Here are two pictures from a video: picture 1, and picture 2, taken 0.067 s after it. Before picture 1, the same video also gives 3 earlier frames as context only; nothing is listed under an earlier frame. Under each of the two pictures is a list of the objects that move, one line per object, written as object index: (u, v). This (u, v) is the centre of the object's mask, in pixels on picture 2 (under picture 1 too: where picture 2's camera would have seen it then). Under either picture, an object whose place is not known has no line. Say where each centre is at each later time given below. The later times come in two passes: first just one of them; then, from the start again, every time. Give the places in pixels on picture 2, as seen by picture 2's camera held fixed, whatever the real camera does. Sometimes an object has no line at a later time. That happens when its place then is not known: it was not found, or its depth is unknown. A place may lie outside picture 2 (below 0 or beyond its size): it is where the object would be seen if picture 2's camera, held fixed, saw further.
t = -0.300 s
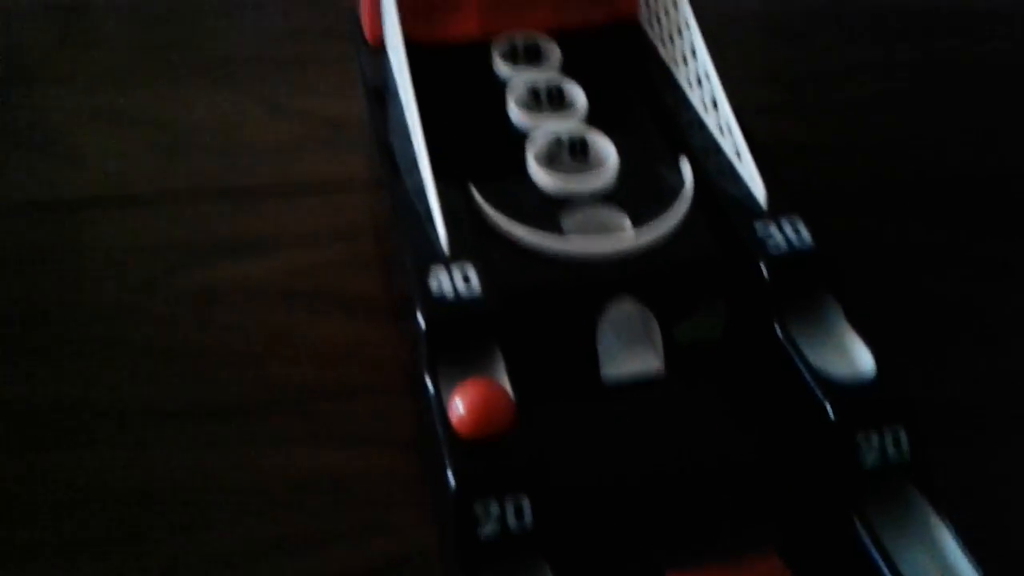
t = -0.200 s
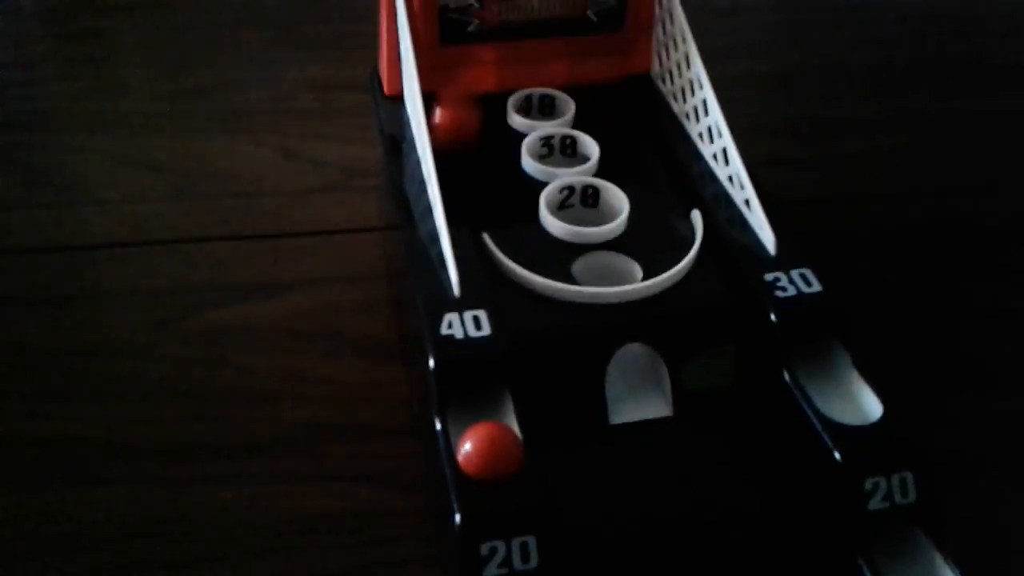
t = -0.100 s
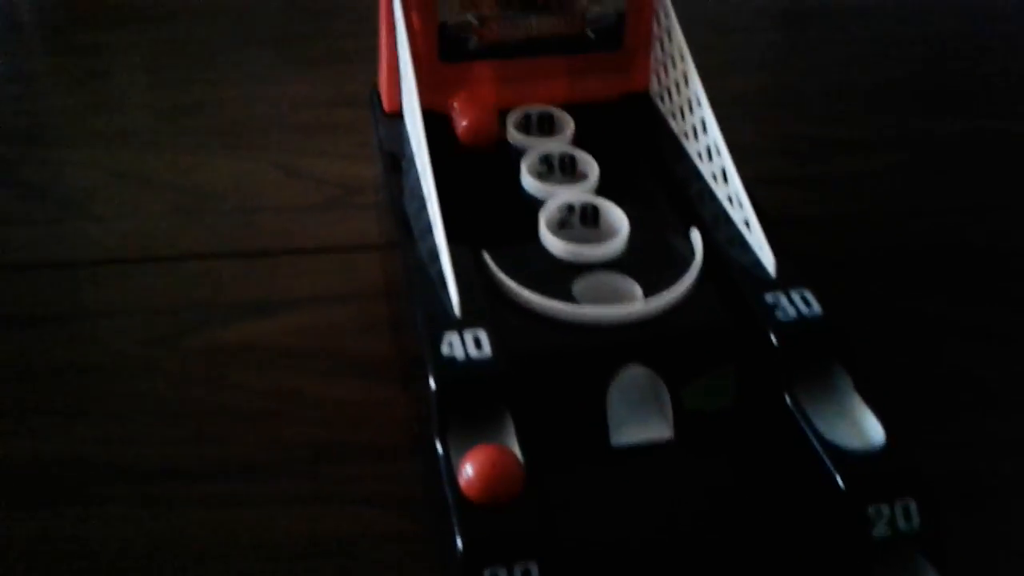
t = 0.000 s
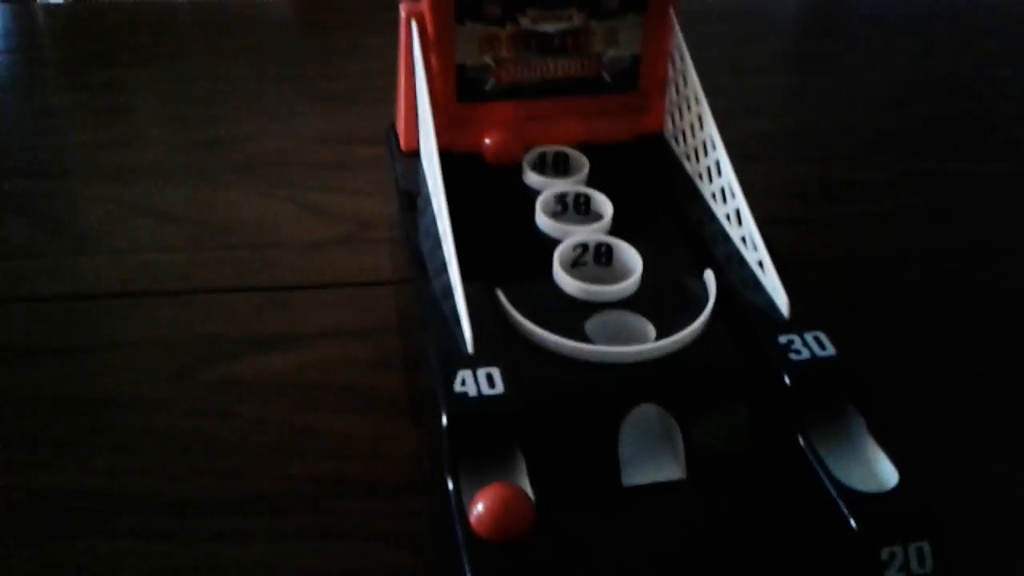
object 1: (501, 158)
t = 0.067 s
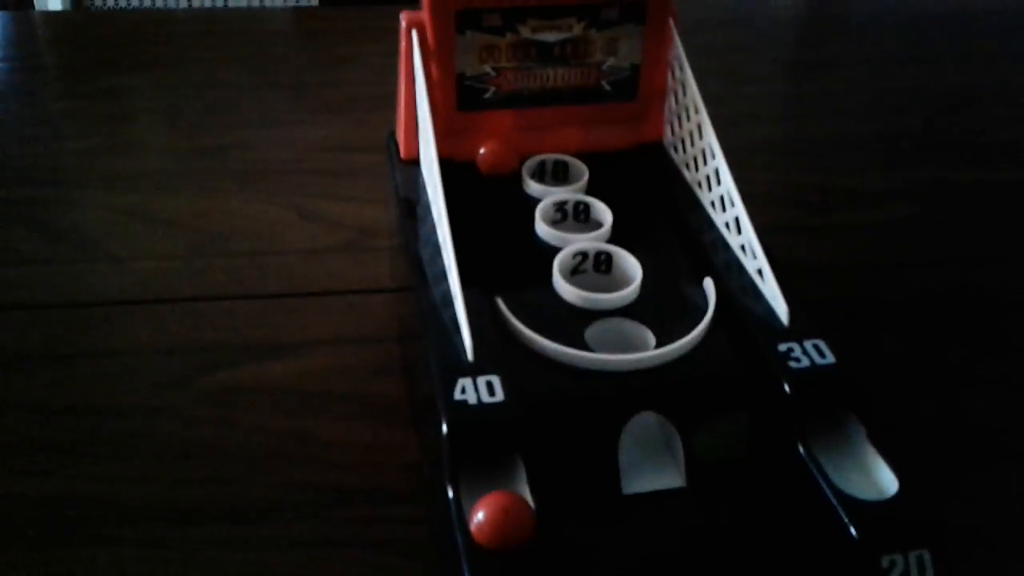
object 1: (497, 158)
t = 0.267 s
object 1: (492, 182)
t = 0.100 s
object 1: (495, 159)
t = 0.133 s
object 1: (493, 160)
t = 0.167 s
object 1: (491, 163)
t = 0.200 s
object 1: (490, 169)
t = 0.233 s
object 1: (490, 176)
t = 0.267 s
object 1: (492, 182)
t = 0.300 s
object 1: (493, 191)
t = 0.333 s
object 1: (495, 201)
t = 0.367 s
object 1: (497, 214)
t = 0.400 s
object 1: (500, 228)
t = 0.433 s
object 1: (503, 243)
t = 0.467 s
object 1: (510, 262)
